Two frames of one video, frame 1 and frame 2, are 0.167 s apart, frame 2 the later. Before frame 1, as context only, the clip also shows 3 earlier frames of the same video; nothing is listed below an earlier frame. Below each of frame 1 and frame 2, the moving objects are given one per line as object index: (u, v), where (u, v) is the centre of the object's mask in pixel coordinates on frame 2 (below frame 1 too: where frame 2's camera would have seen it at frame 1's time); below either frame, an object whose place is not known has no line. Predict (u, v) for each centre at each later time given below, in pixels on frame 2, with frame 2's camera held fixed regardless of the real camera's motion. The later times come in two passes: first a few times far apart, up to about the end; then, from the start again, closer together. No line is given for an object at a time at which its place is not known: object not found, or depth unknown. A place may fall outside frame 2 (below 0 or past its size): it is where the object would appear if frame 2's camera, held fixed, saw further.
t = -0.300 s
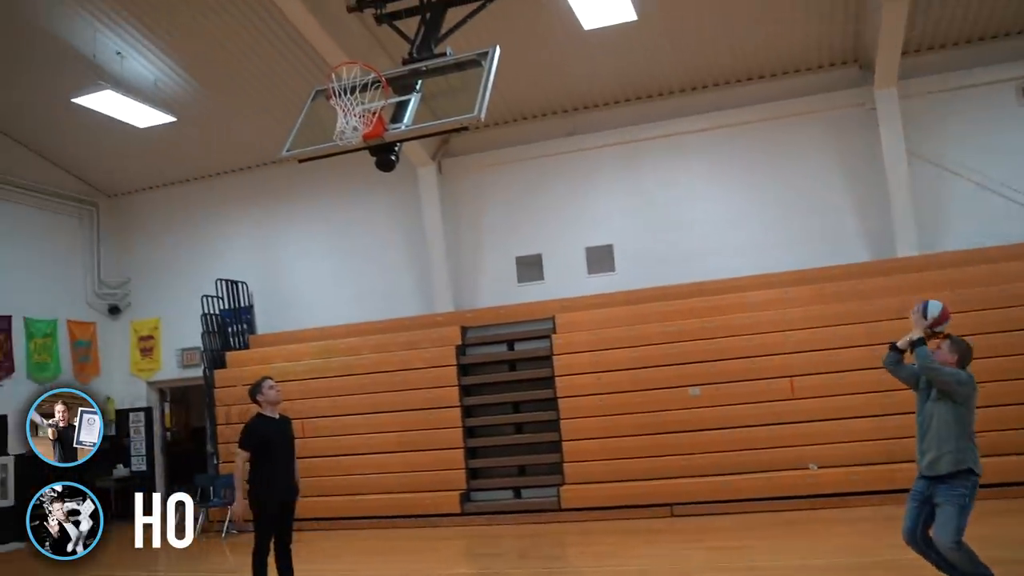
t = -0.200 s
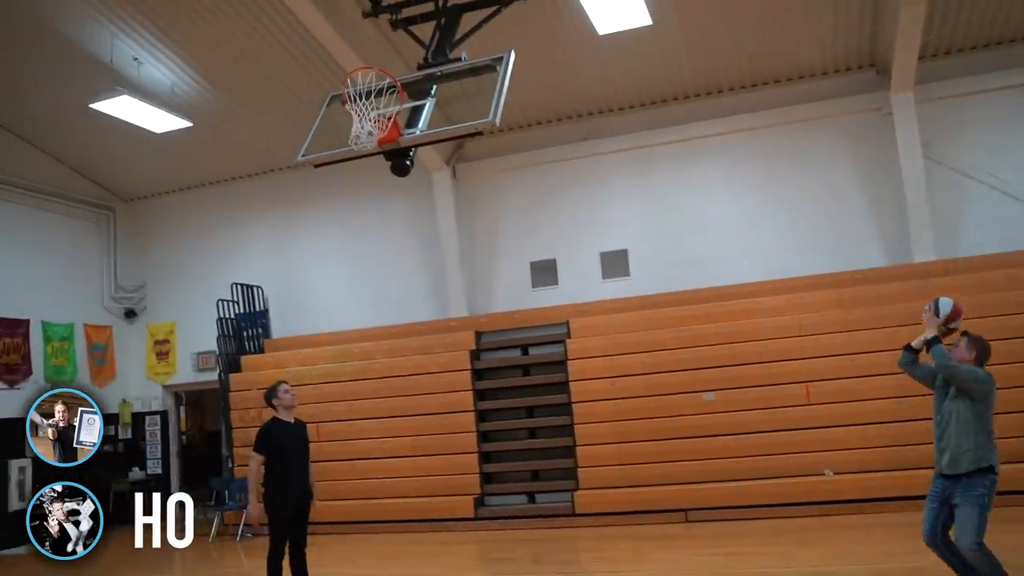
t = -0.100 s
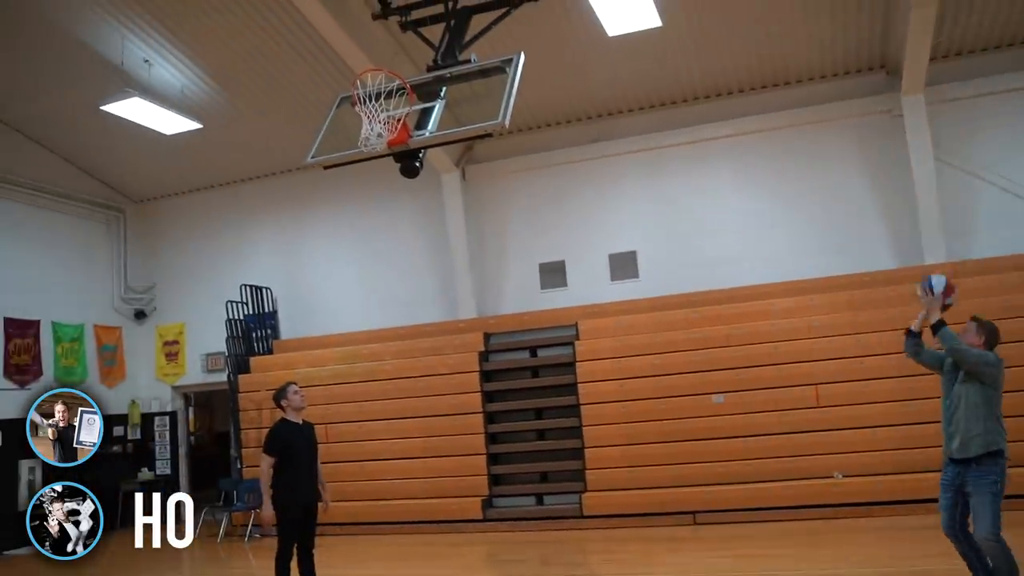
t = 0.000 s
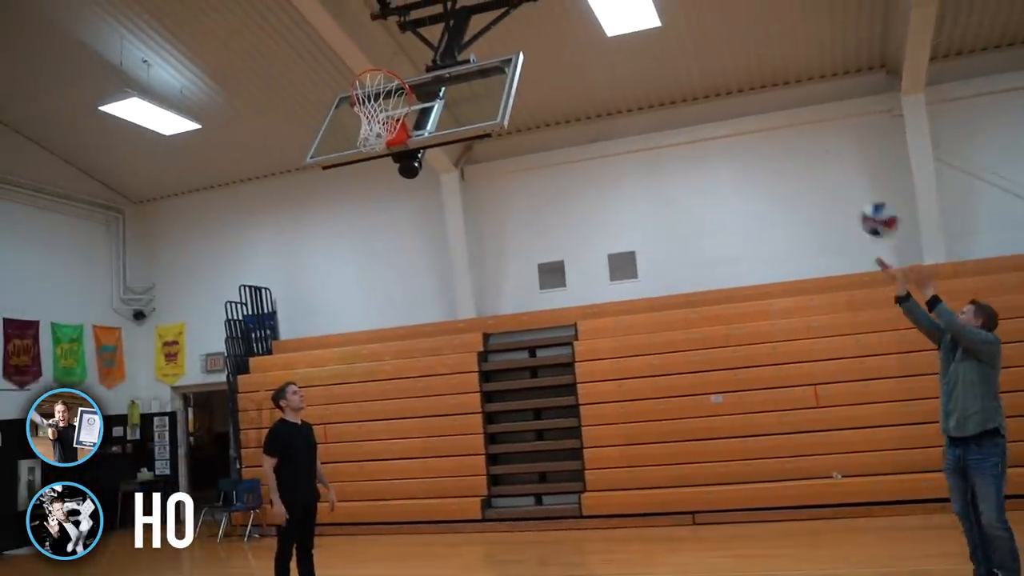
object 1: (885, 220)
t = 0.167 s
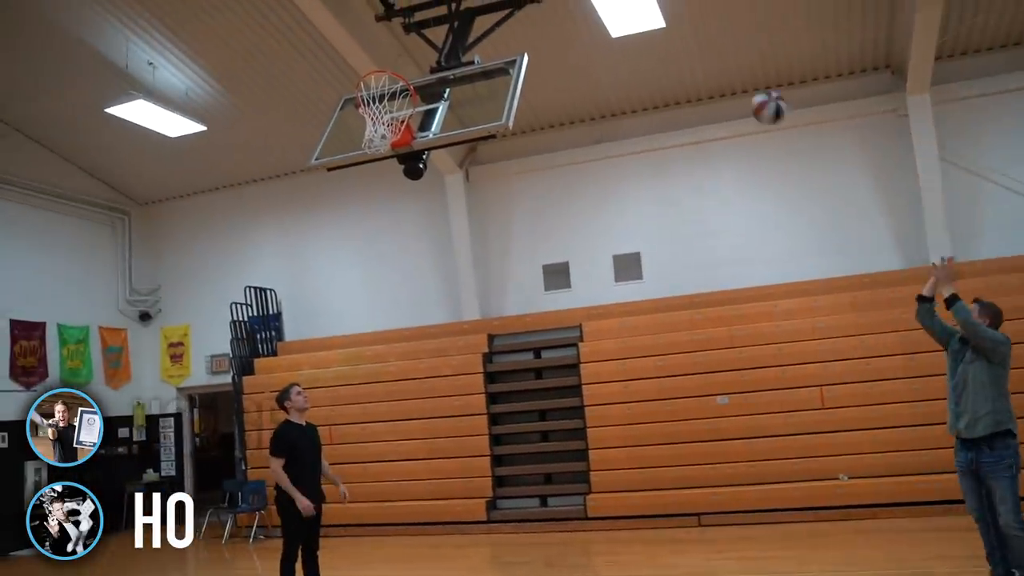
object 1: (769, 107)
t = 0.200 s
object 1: (748, 90)
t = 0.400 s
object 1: (633, 28)
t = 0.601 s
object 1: (533, 13)
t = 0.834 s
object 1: (434, 58)
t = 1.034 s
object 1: (371, 106)
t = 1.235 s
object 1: (374, 113)
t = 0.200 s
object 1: (748, 90)
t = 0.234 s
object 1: (728, 76)
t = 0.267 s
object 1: (707, 62)
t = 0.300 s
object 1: (689, 50)
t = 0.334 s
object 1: (670, 41)
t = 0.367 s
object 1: (651, 34)
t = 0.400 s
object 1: (633, 28)
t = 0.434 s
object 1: (614, 22)
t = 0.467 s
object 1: (596, 17)
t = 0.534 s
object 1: (564, 12)
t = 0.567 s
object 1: (549, 12)
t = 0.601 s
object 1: (533, 13)
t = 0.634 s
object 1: (518, 15)
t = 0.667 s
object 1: (504, 19)
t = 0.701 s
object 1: (490, 24)
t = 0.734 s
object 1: (475, 30)
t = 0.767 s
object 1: (461, 40)
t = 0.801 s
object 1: (449, 48)
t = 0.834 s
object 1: (434, 58)
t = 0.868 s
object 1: (420, 68)
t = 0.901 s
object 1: (410, 76)
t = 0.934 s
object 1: (398, 89)
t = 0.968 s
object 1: (389, 97)
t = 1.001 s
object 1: (376, 100)
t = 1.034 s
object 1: (371, 106)
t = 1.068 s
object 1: (372, 108)
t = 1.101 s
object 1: (371, 107)
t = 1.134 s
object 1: (370, 105)
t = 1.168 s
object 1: (372, 105)
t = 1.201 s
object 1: (373, 108)
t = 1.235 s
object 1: (374, 113)
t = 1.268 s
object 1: (376, 117)
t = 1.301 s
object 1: (378, 125)
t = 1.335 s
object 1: (381, 132)
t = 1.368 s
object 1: (383, 141)
